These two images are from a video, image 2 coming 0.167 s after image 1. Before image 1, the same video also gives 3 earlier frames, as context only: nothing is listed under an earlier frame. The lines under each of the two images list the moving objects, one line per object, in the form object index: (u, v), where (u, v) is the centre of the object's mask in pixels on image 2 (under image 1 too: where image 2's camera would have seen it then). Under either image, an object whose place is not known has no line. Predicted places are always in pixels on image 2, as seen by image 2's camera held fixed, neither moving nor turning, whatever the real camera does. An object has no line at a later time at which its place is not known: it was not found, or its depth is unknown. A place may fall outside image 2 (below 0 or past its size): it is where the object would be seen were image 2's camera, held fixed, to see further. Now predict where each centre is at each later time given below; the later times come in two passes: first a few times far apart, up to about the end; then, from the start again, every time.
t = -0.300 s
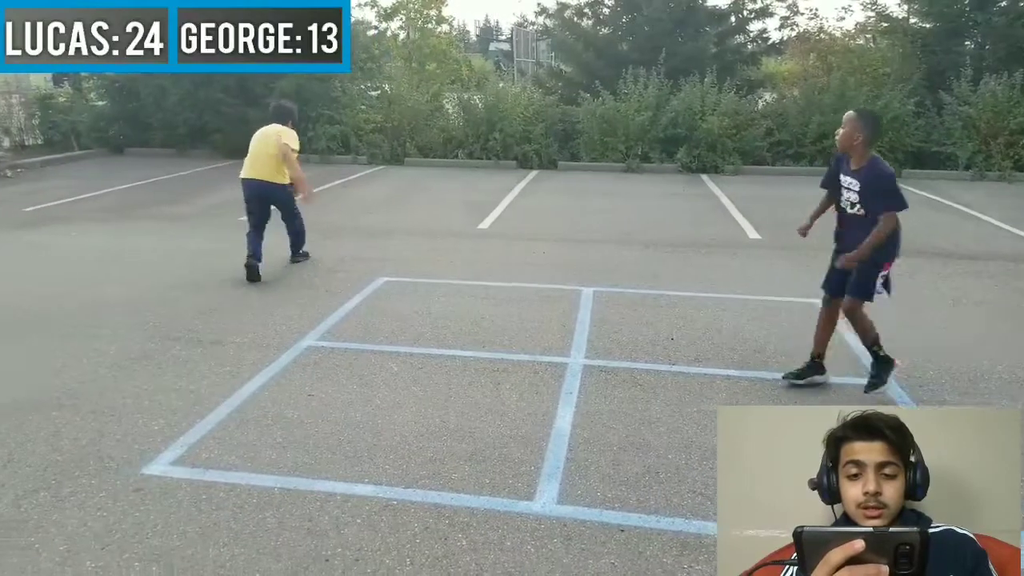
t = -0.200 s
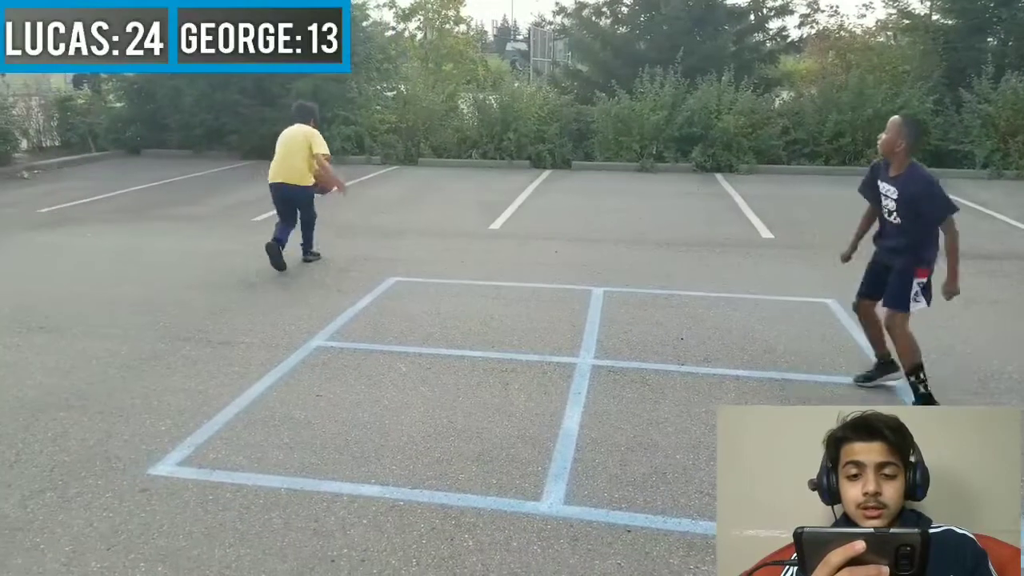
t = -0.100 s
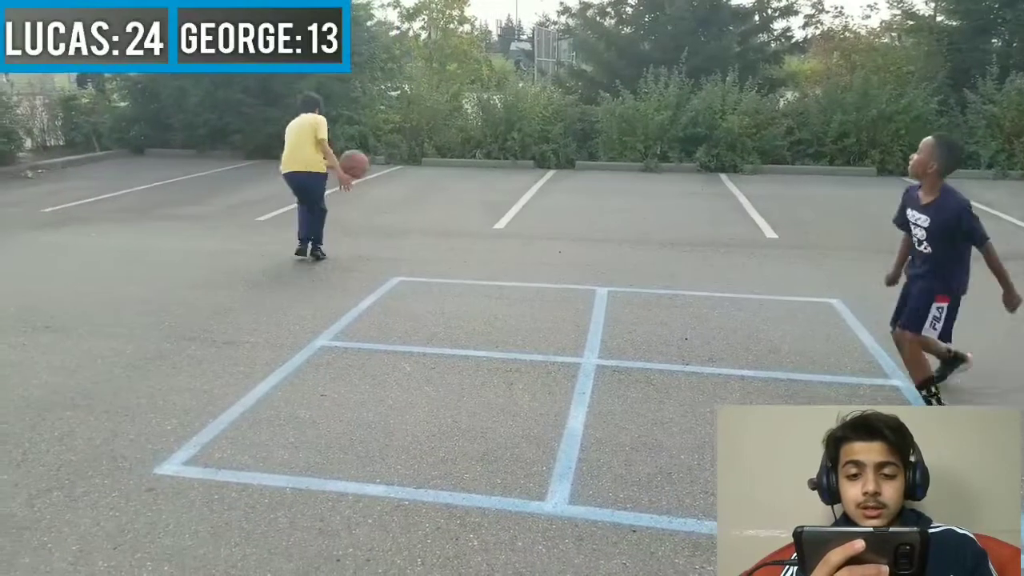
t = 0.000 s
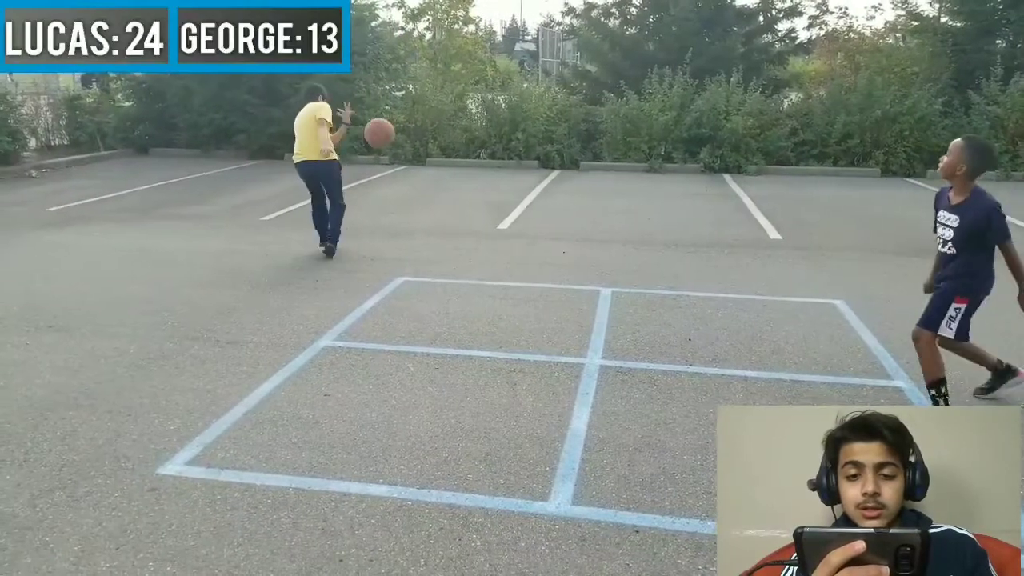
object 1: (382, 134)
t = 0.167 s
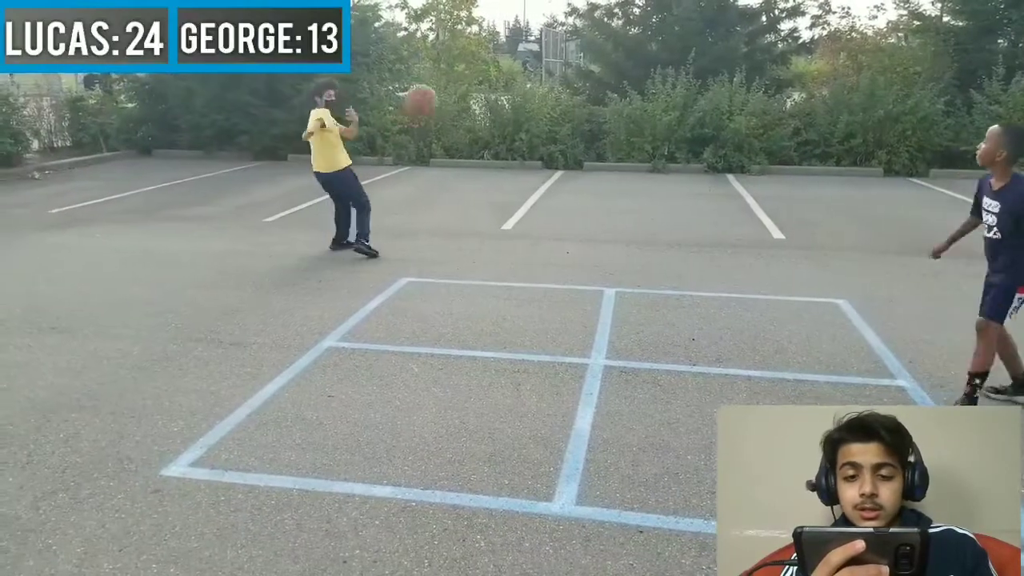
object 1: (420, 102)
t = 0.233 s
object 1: (439, 96)
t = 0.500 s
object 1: (525, 150)
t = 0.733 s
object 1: (616, 313)
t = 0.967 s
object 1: (718, 244)
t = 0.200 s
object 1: (430, 99)
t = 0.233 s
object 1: (439, 96)
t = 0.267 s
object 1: (448, 95)
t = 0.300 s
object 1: (458, 97)
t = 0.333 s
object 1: (469, 102)
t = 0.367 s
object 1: (480, 108)
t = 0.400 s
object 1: (492, 115)
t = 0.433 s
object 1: (502, 125)
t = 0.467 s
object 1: (513, 136)
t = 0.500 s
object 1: (525, 150)
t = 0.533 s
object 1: (537, 166)
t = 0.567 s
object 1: (550, 185)
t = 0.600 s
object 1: (562, 207)
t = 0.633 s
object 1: (575, 229)
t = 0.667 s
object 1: (589, 255)
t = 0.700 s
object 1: (603, 282)
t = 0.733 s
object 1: (616, 313)
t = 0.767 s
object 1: (630, 328)
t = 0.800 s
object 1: (643, 312)
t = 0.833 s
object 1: (657, 297)
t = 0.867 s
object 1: (671, 281)
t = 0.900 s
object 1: (686, 267)
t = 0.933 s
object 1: (702, 255)
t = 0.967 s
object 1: (718, 244)
